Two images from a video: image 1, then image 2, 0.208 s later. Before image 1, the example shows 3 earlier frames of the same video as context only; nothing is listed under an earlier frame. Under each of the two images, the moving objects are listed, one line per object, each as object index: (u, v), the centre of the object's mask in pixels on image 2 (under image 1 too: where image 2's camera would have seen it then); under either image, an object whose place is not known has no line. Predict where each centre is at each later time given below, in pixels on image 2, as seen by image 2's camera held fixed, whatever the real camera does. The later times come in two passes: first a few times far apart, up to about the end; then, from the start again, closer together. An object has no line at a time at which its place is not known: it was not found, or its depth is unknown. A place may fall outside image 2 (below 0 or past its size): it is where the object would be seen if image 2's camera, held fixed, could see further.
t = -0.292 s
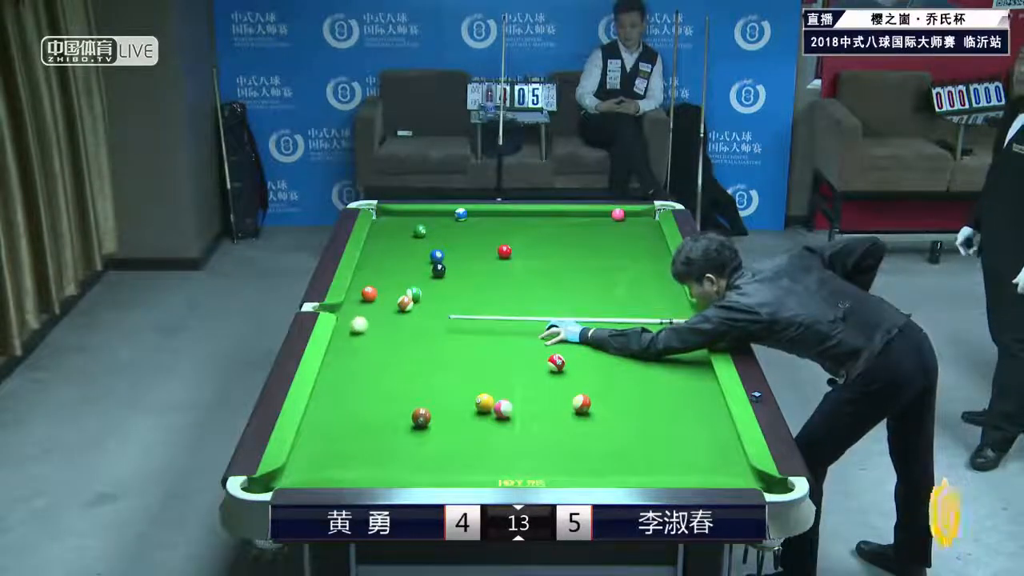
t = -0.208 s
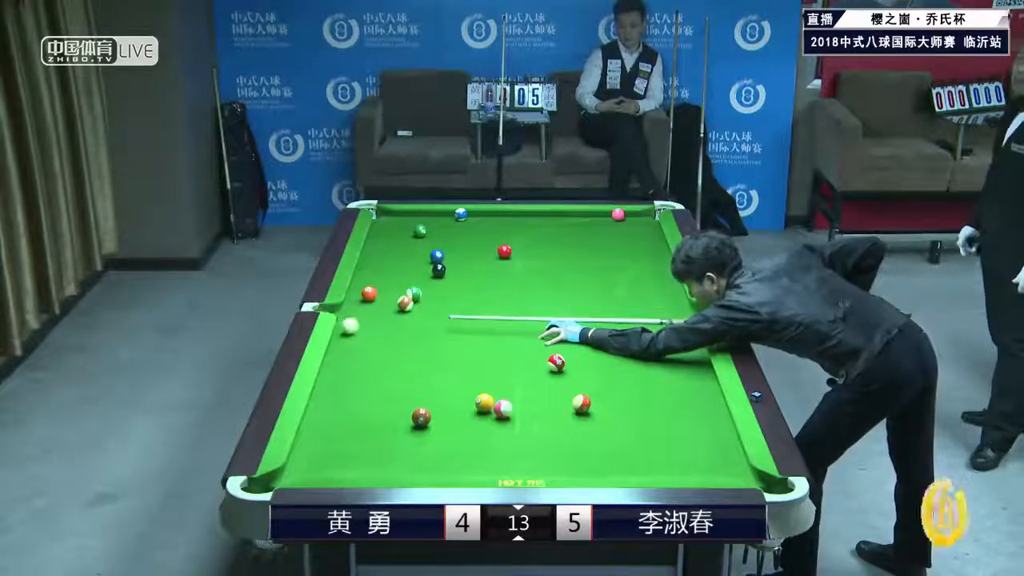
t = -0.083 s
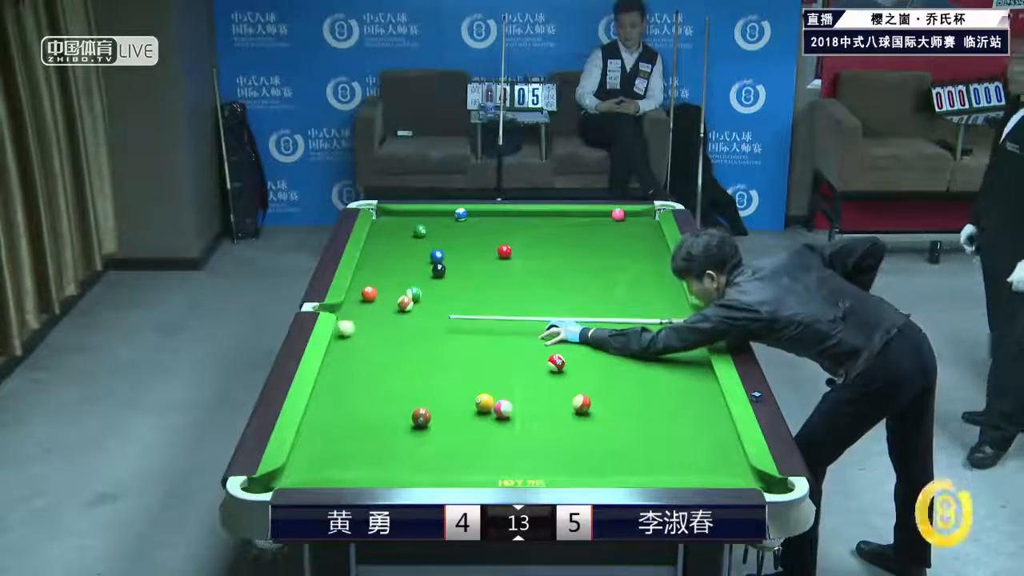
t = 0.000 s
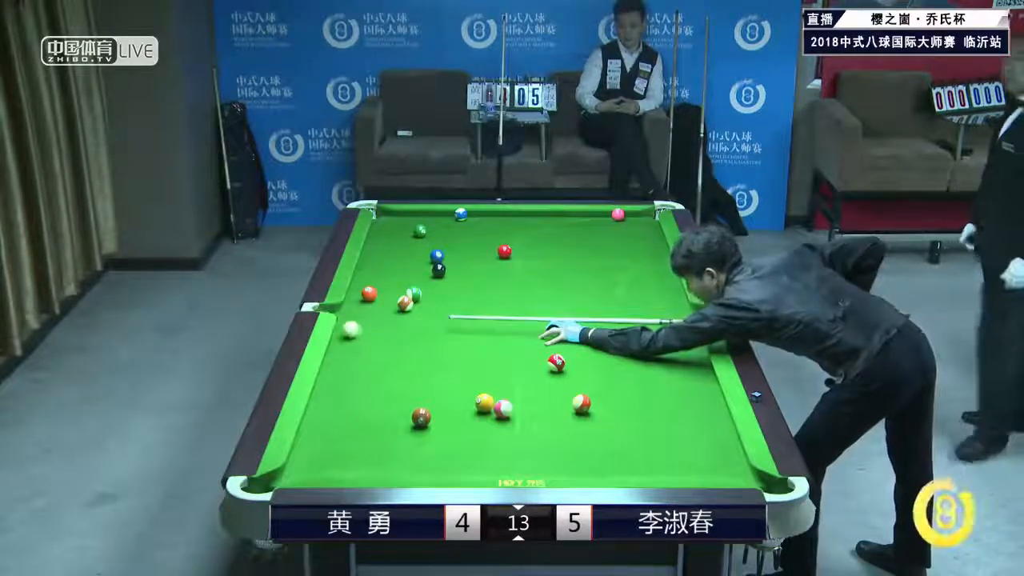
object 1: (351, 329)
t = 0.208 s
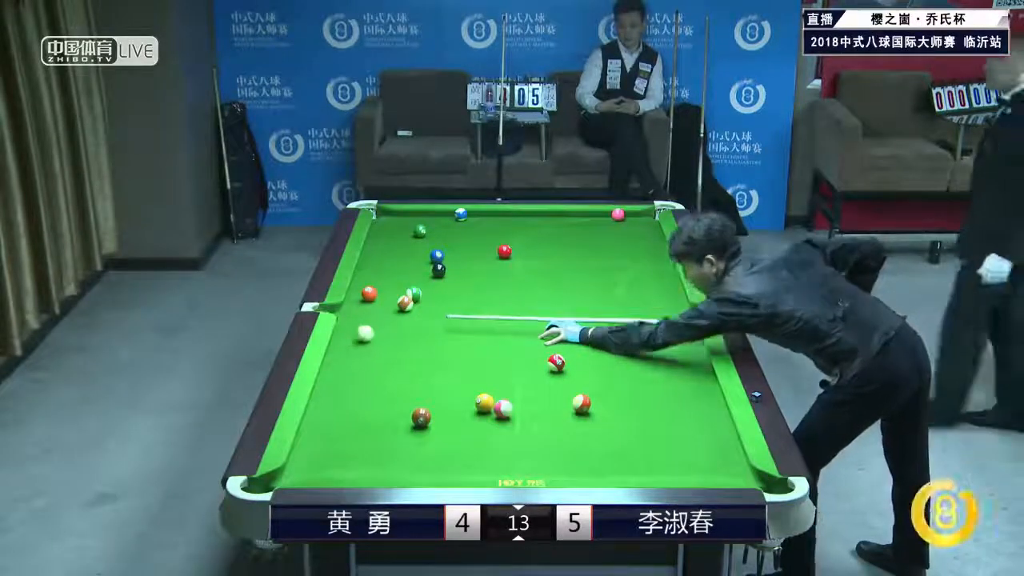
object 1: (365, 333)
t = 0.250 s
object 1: (367, 334)
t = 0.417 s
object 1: (376, 336)
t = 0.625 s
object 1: (387, 339)
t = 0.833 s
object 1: (397, 342)
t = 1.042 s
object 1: (405, 344)
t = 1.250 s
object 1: (416, 346)
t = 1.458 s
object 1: (423, 348)
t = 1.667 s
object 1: (429, 350)
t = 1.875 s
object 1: (435, 351)
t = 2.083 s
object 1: (440, 352)
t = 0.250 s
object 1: (367, 334)
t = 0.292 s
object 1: (369, 334)
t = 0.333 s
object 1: (371, 335)
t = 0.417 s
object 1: (376, 336)
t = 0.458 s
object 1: (379, 337)
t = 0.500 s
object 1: (380, 337)
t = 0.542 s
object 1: (382, 338)
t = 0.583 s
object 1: (384, 339)
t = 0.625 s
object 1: (387, 339)
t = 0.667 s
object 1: (389, 340)
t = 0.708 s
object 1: (391, 340)
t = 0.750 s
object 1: (393, 340)
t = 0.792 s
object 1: (395, 341)
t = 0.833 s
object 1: (397, 342)
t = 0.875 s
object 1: (399, 342)
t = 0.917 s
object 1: (400, 342)
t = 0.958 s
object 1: (402, 343)
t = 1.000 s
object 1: (404, 344)
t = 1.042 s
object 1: (405, 344)
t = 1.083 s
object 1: (406, 344)
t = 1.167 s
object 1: (413, 345)
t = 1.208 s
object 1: (413, 346)
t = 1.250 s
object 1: (416, 346)
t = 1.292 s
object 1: (417, 347)
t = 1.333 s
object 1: (418, 347)
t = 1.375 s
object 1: (420, 347)
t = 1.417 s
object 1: (422, 348)
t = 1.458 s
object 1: (423, 348)
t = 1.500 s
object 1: (424, 349)
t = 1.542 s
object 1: (426, 349)
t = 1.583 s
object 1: (427, 349)
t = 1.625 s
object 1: (427, 349)
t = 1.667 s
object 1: (429, 350)
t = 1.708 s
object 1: (430, 350)
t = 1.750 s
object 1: (431, 350)
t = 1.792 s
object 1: (433, 351)
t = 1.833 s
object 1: (434, 351)
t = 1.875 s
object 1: (435, 351)
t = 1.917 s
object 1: (436, 351)
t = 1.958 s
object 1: (436, 351)
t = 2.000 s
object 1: (437, 351)
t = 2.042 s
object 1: (438, 352)
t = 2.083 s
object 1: (440, 352)
